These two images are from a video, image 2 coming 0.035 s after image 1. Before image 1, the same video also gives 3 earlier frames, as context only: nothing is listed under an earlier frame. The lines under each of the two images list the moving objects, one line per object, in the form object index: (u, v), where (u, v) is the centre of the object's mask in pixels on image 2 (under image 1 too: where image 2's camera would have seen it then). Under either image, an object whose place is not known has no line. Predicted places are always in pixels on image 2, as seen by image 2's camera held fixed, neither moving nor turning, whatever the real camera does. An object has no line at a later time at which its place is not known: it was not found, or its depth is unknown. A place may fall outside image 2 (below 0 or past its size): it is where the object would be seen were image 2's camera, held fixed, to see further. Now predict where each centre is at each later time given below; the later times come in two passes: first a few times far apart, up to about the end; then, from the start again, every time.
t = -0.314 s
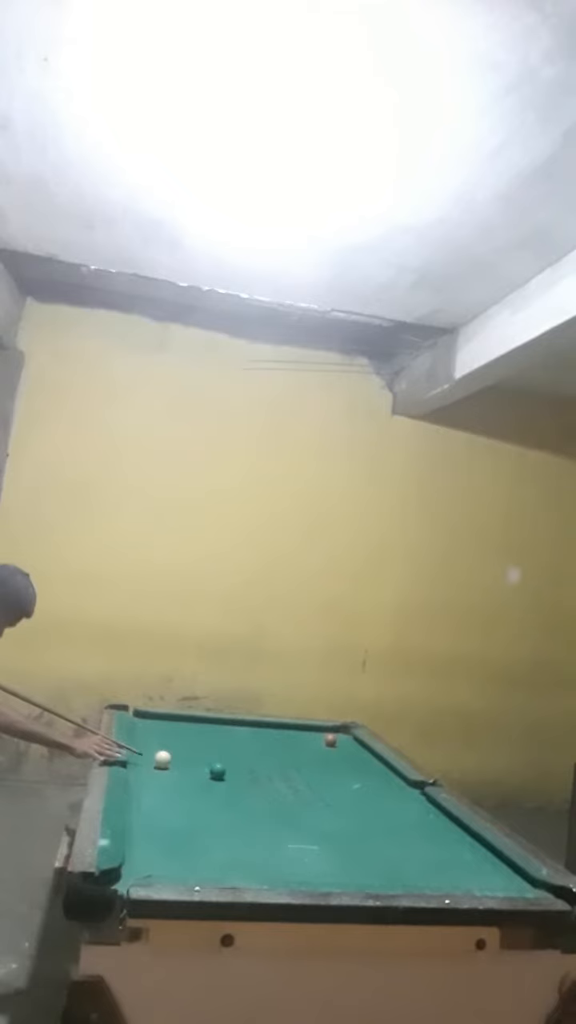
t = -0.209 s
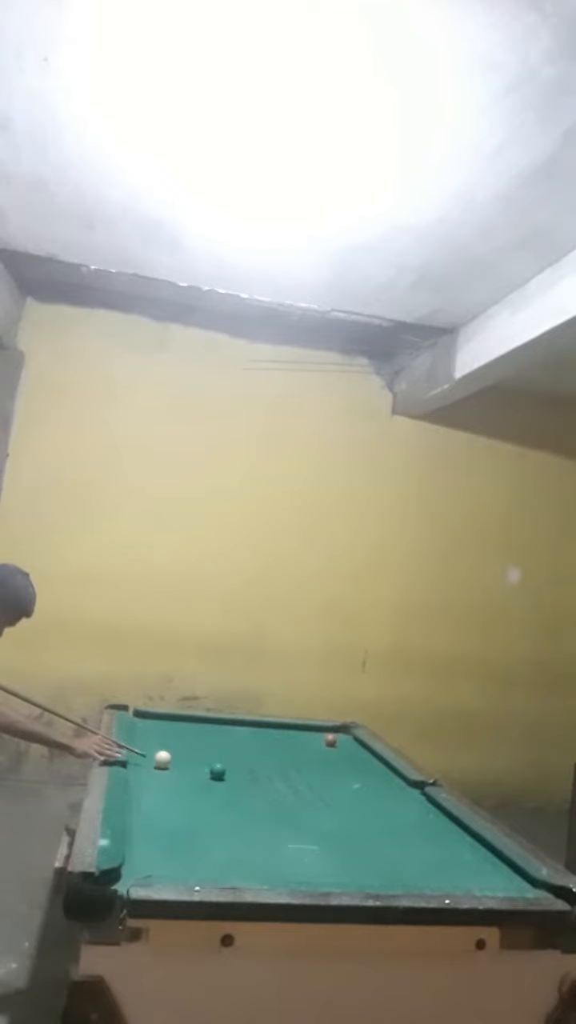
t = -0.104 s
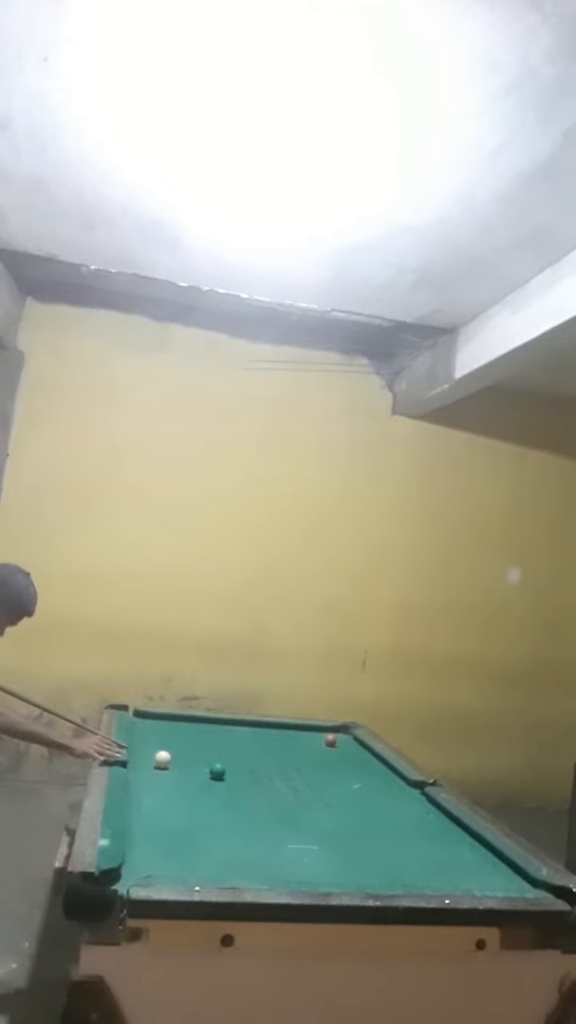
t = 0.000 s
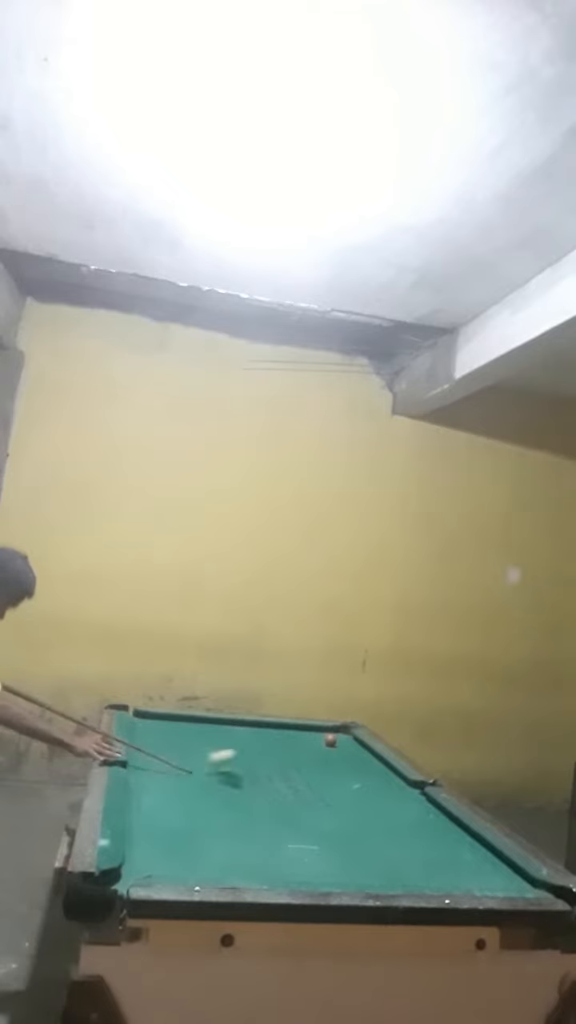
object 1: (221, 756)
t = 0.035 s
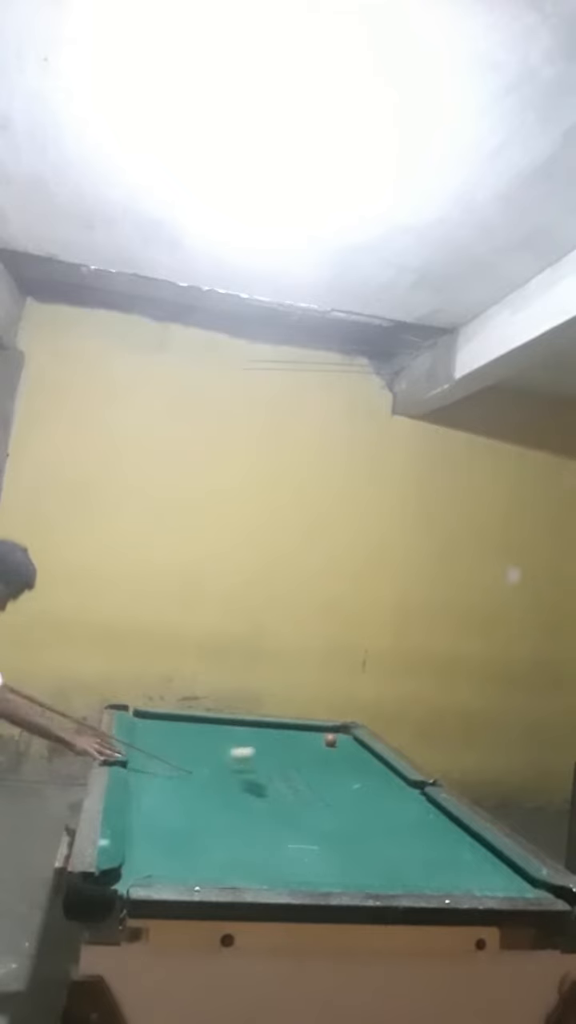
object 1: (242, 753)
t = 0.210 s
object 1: (327, 757)
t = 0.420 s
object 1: (360, 756)
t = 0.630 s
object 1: (328, 752)
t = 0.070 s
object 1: (261, 752)
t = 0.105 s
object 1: (280, 756)
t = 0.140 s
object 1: (297, 758)
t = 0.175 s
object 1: (312, 757)
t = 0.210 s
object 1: (327, 757)
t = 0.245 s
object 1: (341, 757)
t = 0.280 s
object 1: (354, 757)
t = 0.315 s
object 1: (367, 757)
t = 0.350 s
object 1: (374, 757)
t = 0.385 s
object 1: (367, 756)
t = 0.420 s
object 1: (360, 756)
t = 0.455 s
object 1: (354, 755)
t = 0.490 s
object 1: (349, 754)
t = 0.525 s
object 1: (343, 753)
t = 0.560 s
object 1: (339, 753)
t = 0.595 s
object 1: (333, 752)
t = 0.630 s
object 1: (328, 752)
